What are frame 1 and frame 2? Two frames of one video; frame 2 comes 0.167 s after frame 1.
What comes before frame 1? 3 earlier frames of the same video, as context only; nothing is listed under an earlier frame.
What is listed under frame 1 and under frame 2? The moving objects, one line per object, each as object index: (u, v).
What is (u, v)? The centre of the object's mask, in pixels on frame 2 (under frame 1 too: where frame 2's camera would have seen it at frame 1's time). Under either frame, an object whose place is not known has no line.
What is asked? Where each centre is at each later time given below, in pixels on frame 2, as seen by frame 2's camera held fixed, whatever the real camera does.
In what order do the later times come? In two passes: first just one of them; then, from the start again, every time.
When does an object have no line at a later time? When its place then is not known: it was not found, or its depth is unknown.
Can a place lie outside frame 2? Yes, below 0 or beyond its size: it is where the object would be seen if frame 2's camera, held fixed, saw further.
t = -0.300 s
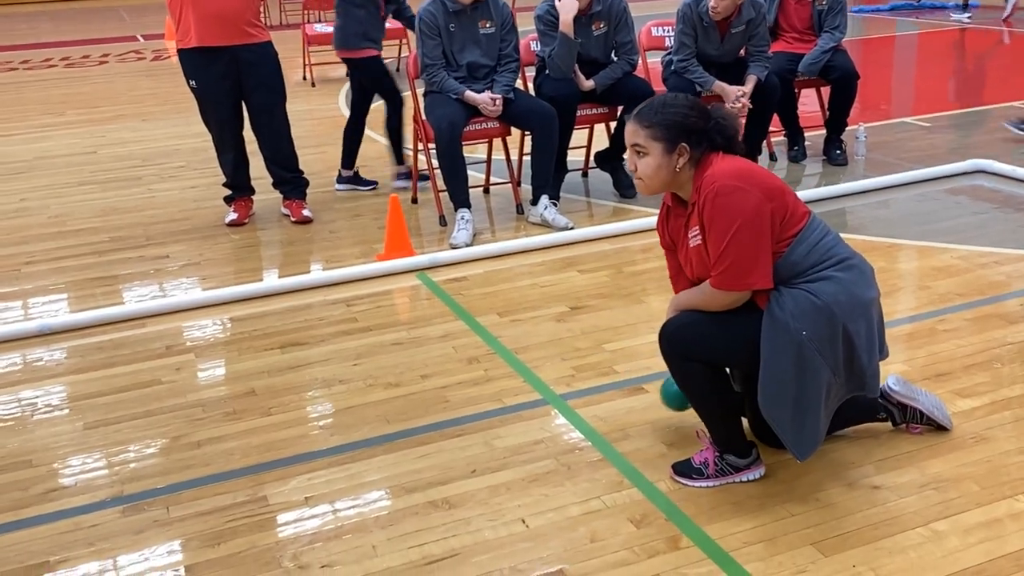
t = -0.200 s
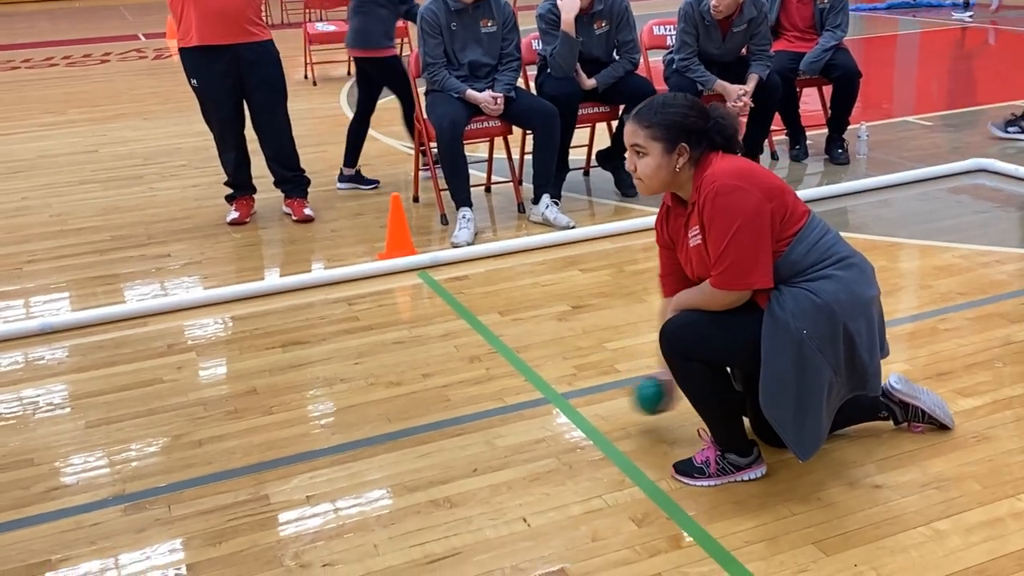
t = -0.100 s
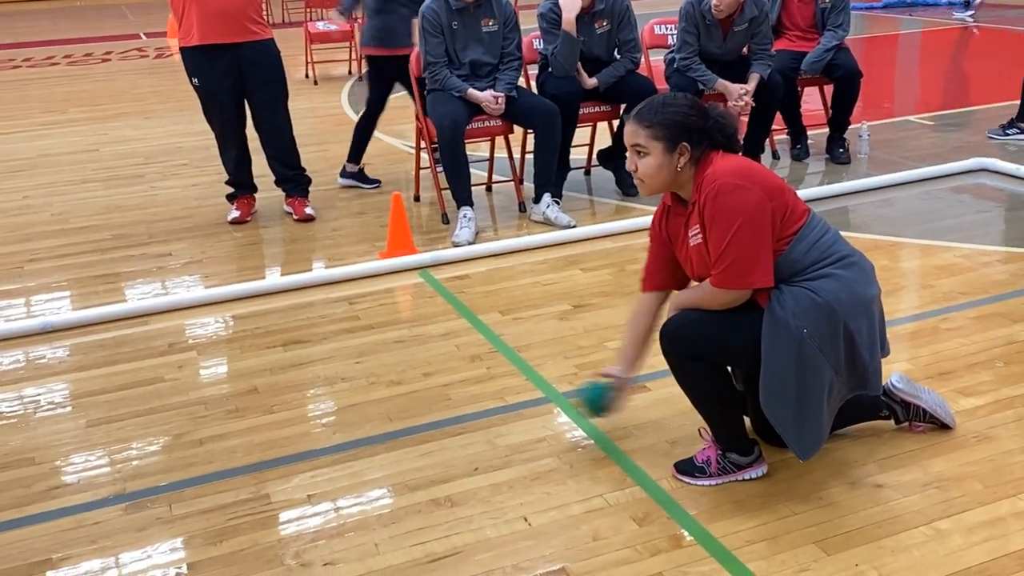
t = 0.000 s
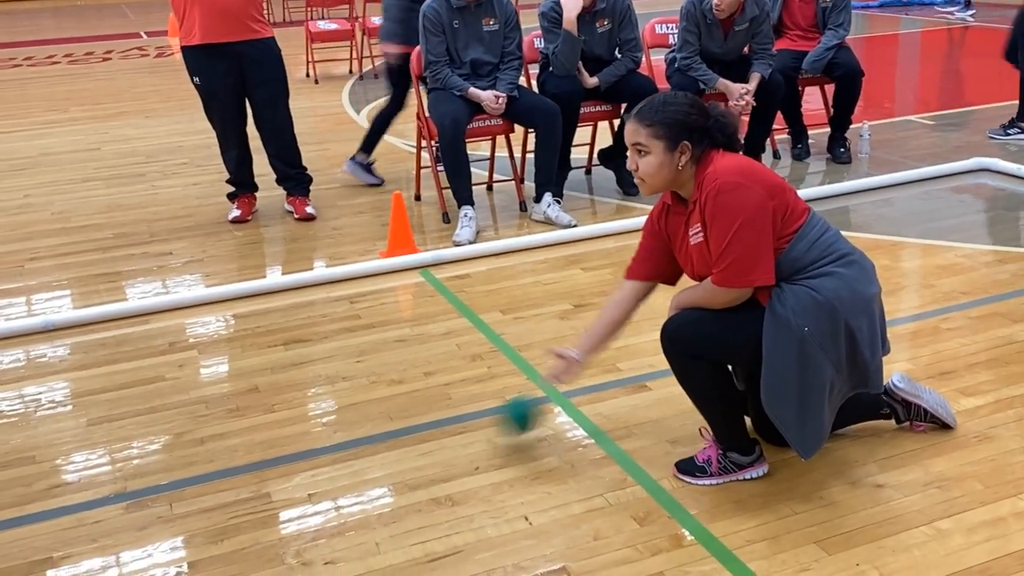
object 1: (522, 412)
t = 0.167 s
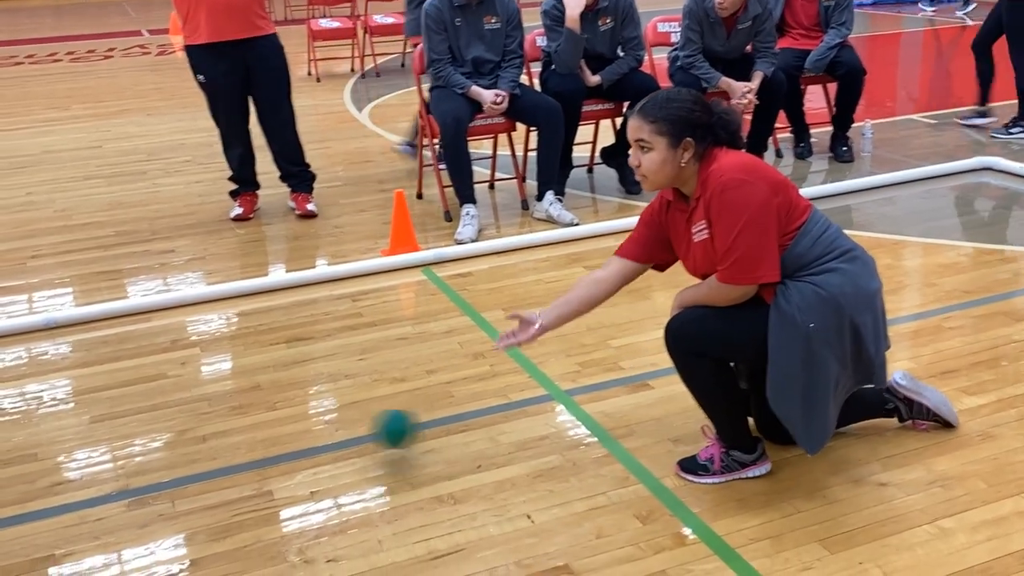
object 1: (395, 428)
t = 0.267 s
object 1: (321, 445)
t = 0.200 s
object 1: (370, 430)
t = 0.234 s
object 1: (345, 435)
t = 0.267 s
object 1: (321, 445)
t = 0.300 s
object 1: (296, 460)
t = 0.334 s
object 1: (271, 462)
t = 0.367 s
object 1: (245, 456)
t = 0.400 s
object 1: (220, 455)
